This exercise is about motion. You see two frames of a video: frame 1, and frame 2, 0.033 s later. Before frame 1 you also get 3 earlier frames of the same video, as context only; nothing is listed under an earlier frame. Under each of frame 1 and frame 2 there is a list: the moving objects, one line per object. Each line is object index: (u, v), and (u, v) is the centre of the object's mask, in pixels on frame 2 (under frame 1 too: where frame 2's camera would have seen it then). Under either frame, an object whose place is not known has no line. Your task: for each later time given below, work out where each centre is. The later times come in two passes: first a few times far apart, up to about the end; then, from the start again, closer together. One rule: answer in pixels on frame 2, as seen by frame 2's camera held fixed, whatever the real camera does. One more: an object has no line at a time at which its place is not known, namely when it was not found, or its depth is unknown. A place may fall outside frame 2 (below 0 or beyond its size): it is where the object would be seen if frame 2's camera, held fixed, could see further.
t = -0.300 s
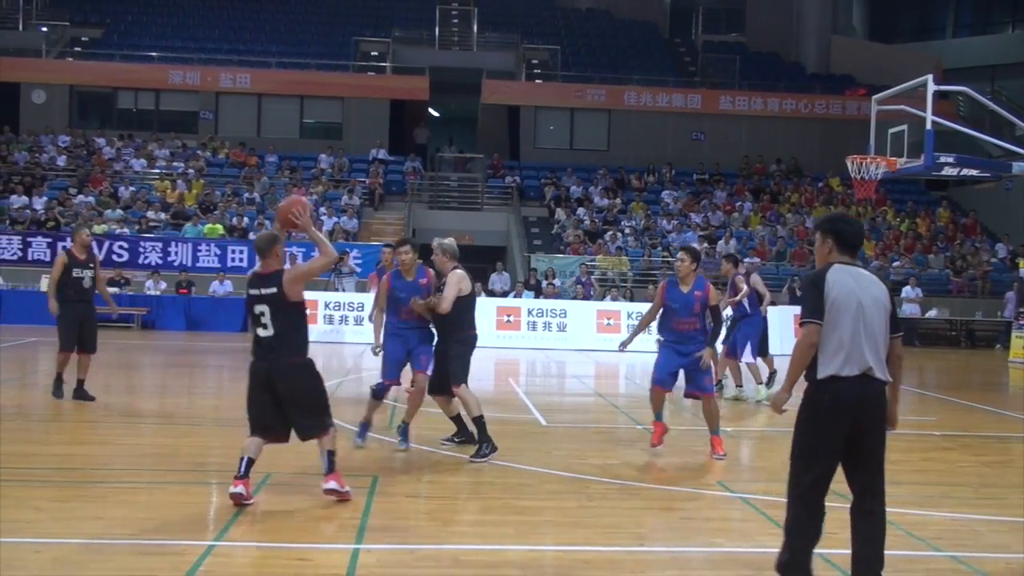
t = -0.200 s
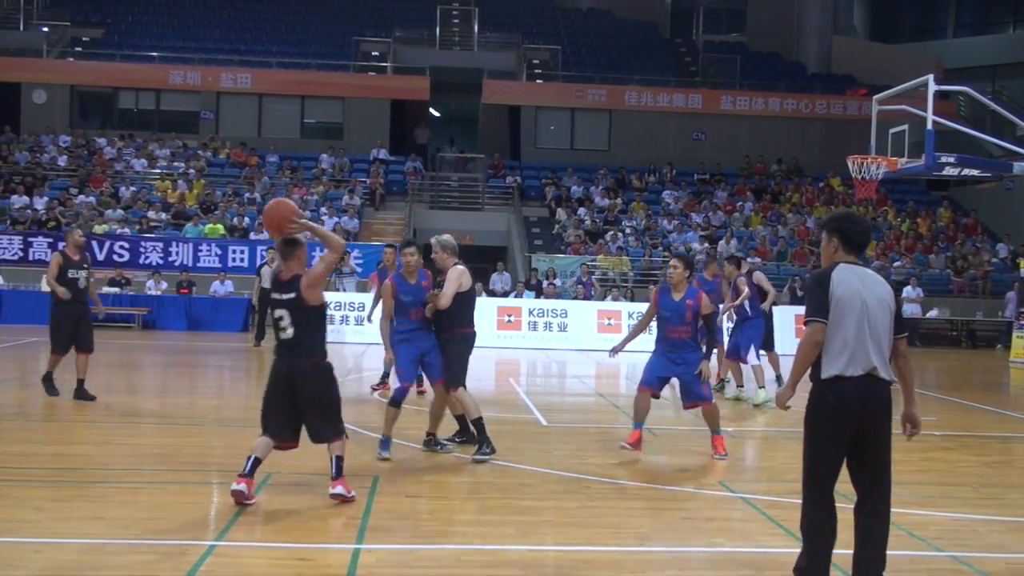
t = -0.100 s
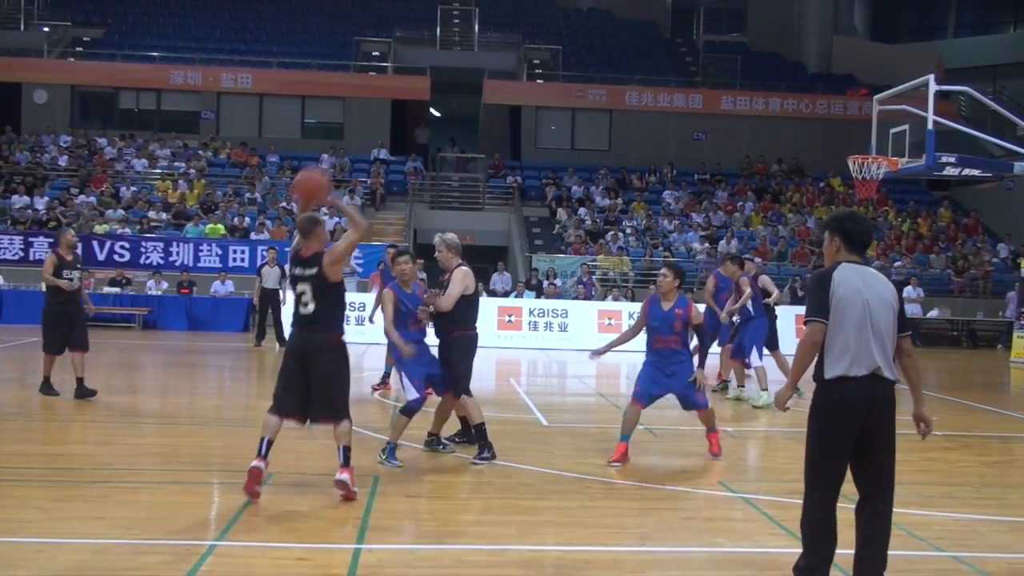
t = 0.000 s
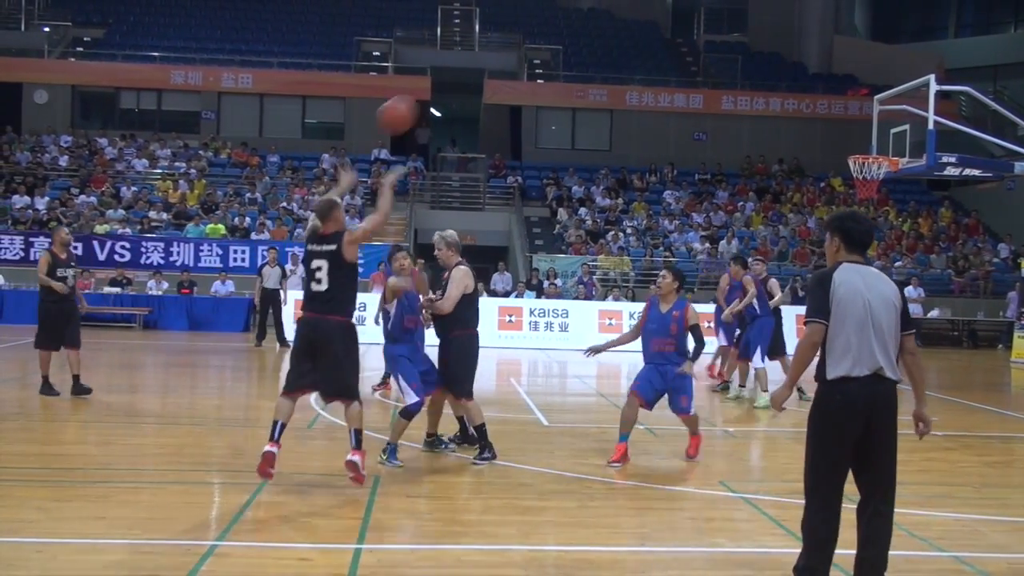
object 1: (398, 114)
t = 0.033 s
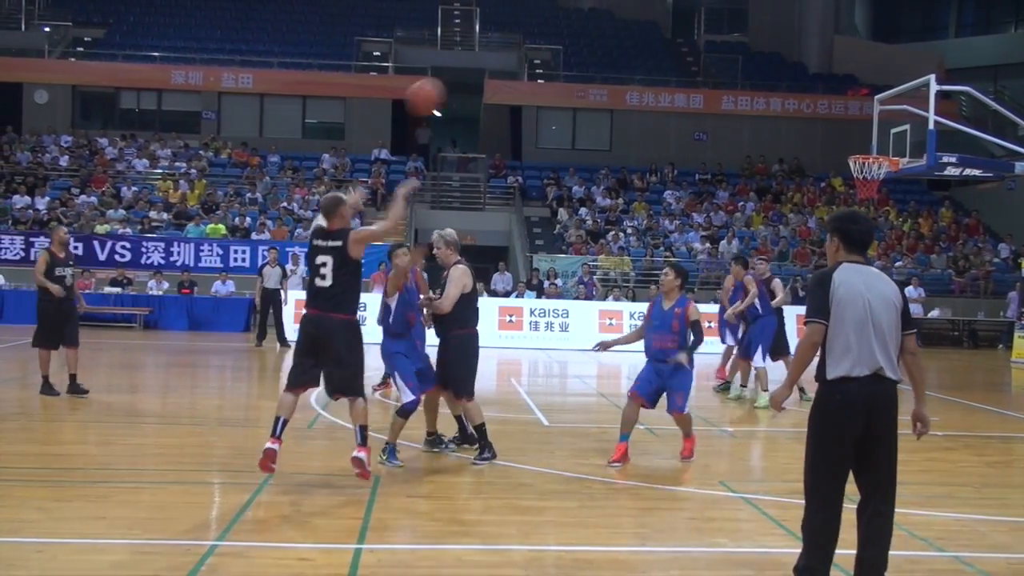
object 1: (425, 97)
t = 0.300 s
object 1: (601, 25)
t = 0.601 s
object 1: (729, 47)
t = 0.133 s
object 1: (501, 55)
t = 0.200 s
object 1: (543, 37)
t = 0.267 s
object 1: (583, 28)
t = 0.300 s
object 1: (601, 25)
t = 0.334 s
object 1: (618, 23)
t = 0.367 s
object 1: (634, 22)
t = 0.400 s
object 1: (650, 23)
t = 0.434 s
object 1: (664, 24)
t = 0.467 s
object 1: (678, 27)
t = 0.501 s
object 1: (692, 30)
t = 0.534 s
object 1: (705, 35)
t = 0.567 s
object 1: (717, 40)
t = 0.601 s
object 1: (729, 47)
